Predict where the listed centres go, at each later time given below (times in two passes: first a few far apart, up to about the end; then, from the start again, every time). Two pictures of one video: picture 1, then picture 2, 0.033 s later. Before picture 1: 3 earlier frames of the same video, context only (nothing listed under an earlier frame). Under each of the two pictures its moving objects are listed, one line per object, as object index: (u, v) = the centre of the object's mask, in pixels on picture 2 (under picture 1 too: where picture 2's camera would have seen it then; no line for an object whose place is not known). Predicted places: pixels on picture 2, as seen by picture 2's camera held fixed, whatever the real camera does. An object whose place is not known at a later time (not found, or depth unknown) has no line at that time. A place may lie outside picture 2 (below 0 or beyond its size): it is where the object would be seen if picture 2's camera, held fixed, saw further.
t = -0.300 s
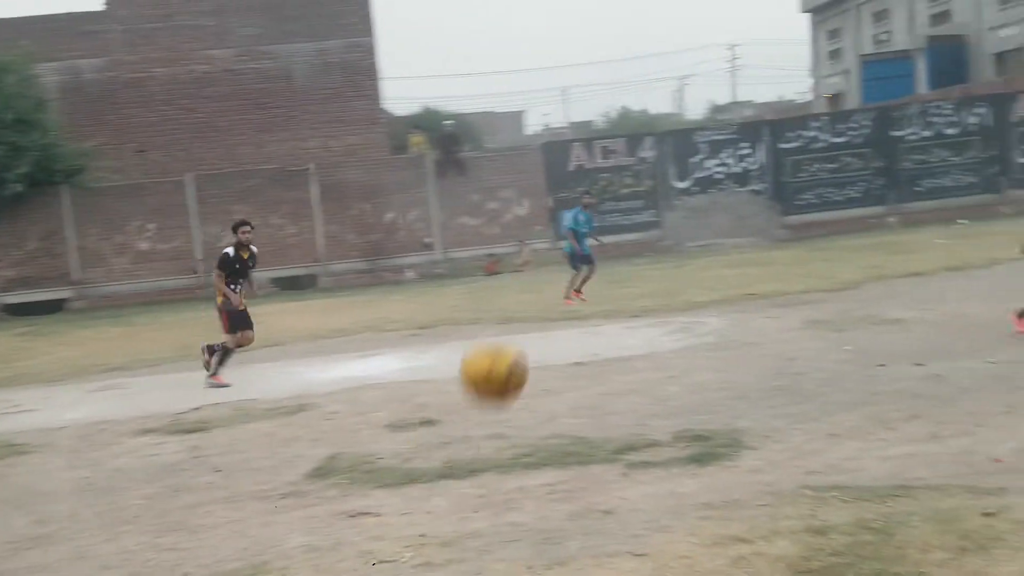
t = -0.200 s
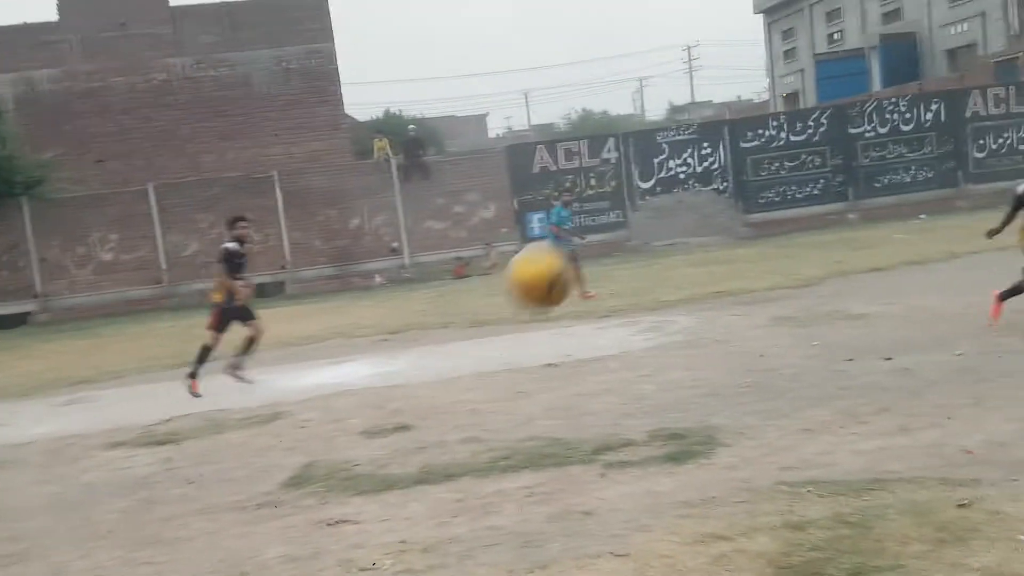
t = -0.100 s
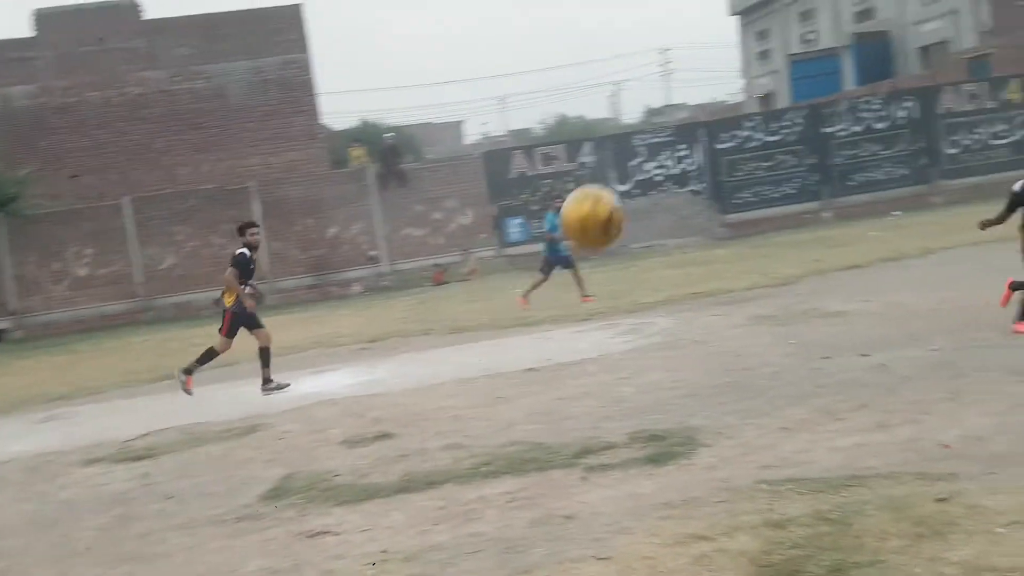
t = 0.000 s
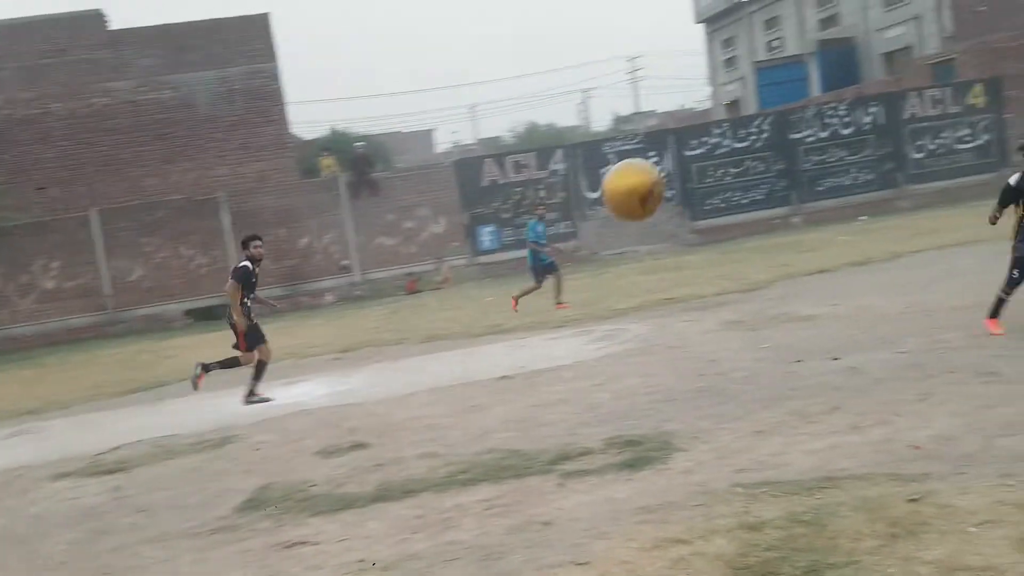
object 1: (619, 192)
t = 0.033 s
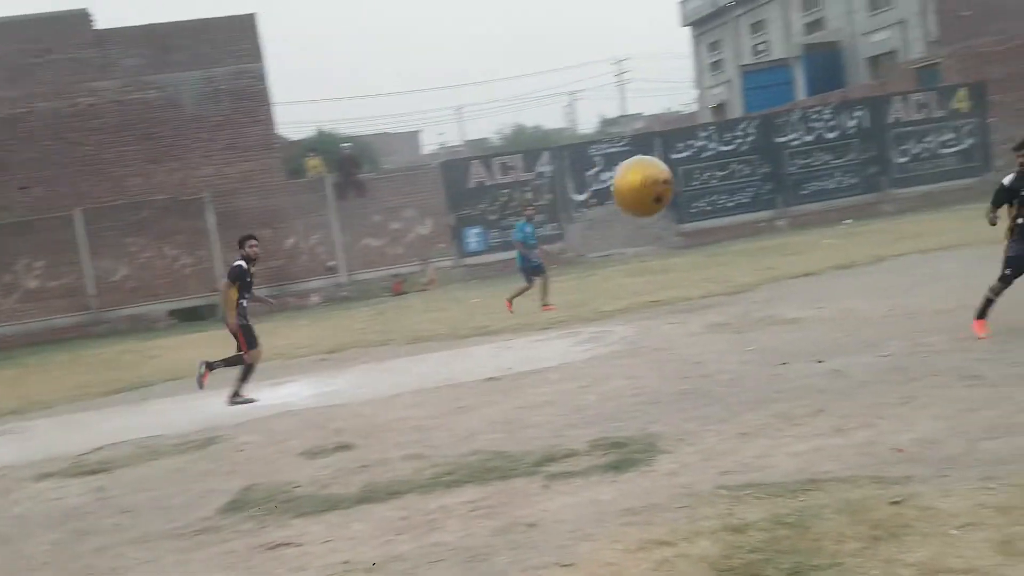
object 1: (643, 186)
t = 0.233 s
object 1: (771, 215)
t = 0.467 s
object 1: (910, 366)
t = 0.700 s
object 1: (1015, 370)
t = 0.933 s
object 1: (1091, 252)
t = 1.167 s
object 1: (1173, 250)
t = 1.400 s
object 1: (1253, 345)
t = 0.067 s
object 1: (665, 185)
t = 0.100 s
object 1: (687, 186)
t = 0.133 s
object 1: (707, 189)
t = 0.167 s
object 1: (729, 195)
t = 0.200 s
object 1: (751, 204)
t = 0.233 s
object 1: (771, 215)
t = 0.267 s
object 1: (790, 229)
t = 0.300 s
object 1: (811, 246)
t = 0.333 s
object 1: (833, 266)
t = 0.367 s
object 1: (852, 288)
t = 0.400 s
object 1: (870, 312)
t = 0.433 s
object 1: (890, 338)
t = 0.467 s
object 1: (910, 366)
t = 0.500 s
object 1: (928, 396)
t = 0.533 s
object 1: (947, 429)
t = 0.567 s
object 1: (966, 461)
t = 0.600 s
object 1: (981, 460)
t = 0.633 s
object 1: (993, 426)
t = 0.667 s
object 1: (1003, 395)
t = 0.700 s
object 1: (1015, 370)
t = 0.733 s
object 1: (1027, 347)
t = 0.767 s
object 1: (1036, 326)
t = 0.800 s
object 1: (1048, 306)
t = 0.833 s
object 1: (1058, 289)
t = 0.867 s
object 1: (1068, 273)
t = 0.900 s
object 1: (1080, 261)
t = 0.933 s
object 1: (1091, 252)
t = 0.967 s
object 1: (1102, 244)
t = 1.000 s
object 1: (1113, 240)
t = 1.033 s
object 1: (1126, 237)
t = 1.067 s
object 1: (1137, 236)
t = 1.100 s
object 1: (1149, 238)
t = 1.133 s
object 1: (1161, 243)
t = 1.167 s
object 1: (1173, 250)
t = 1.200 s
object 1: (1184, 258)
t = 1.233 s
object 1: (1195, 269)
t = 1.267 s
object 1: (1209, 279)
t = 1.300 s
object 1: (1220, 291)
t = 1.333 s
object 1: (1229, 308)
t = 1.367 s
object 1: (1236, 325)
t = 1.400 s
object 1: (1253, 345)
